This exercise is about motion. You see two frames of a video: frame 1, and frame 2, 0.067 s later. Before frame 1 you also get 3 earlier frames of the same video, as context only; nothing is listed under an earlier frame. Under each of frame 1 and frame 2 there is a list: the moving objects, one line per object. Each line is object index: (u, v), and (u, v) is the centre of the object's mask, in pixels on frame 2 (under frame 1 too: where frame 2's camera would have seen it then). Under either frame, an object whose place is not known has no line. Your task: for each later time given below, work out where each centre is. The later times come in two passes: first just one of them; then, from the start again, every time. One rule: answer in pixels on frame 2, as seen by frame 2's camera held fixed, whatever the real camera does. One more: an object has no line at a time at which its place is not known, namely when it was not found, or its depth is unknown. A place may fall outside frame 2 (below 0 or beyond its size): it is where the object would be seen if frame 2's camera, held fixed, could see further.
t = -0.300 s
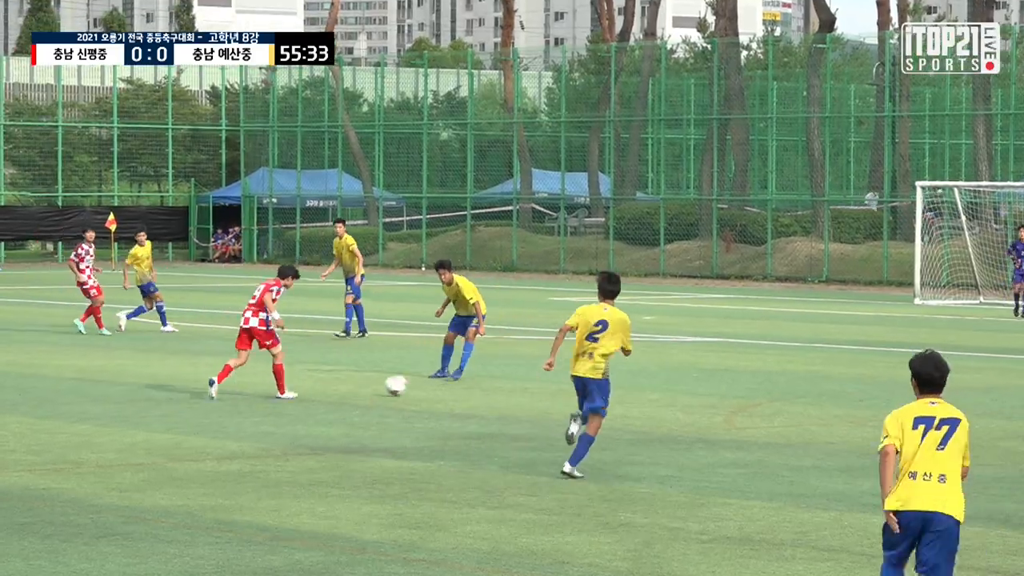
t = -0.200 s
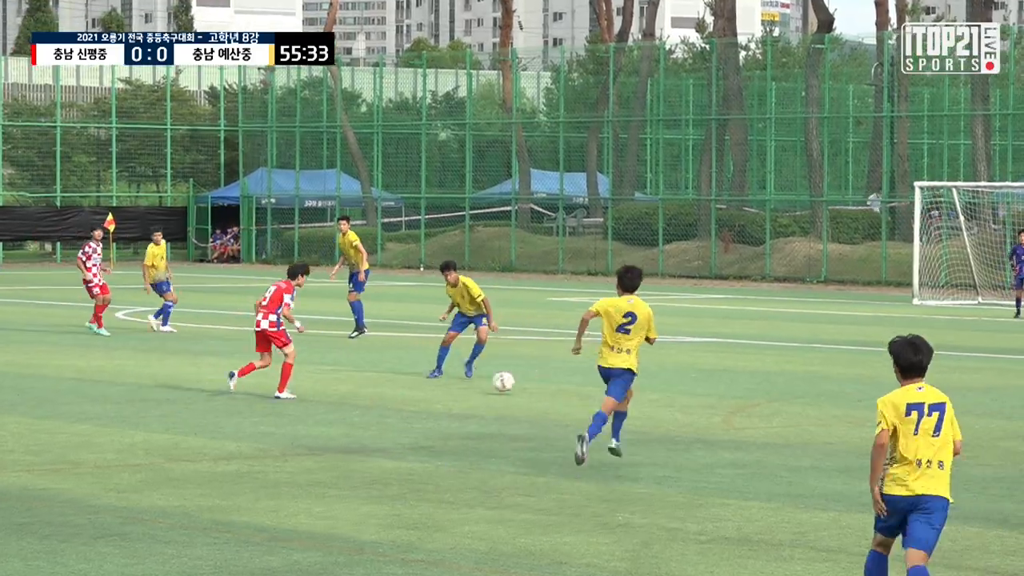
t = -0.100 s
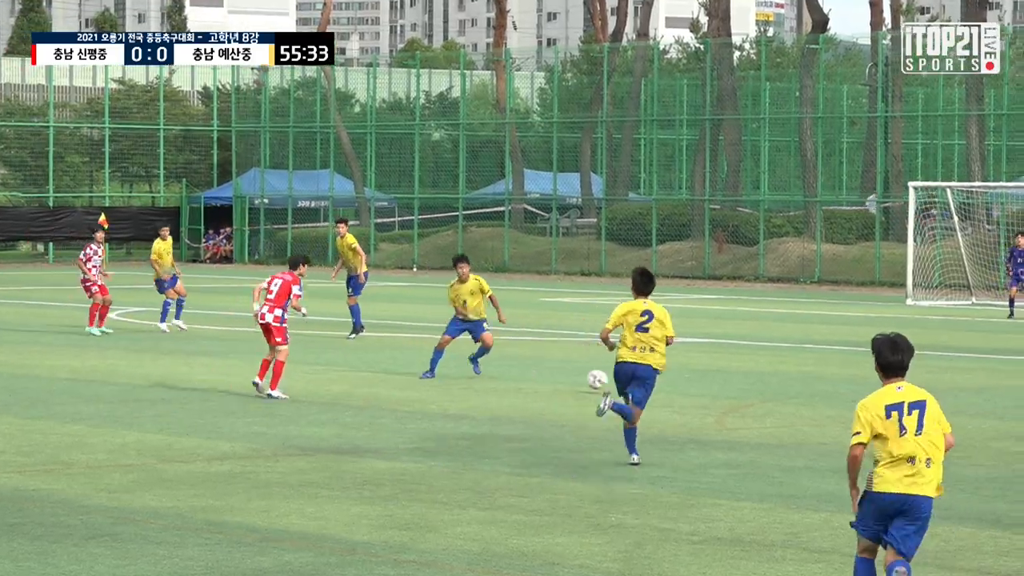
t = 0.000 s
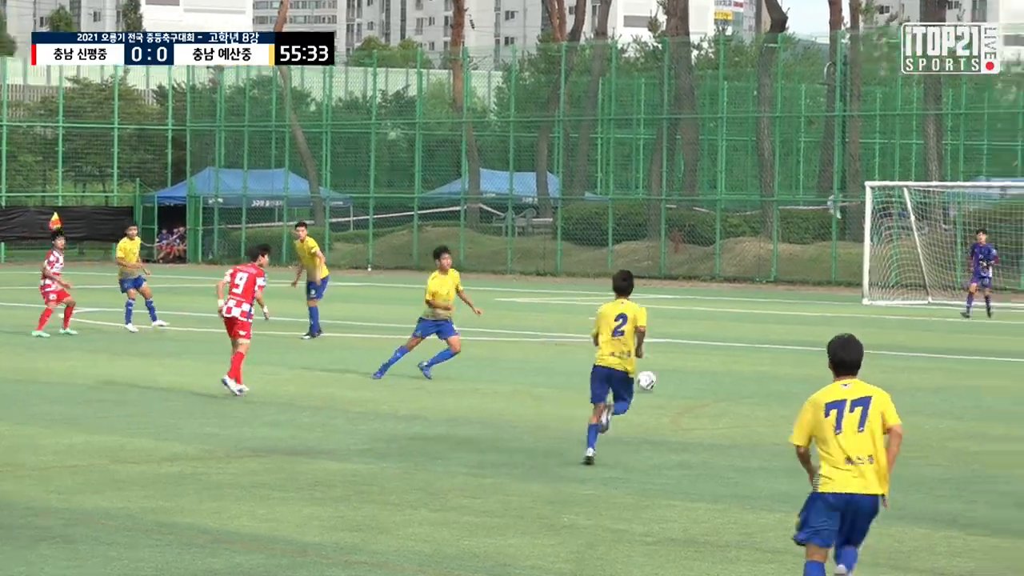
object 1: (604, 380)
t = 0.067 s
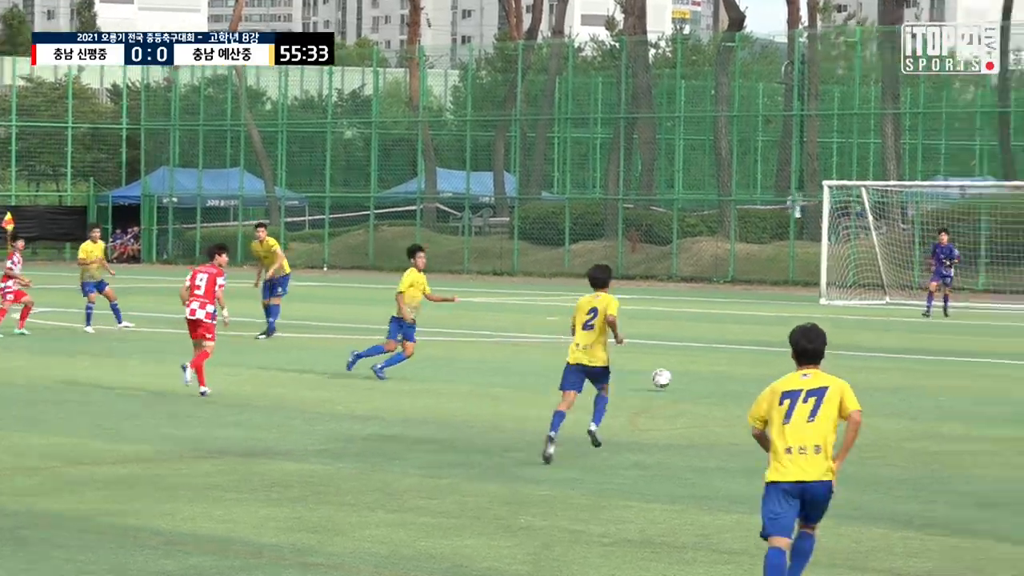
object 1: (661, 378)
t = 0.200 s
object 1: (767, 373)
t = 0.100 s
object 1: (690, 378)
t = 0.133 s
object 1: (718, 379)
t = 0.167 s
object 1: (744, 380)
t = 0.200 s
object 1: (767, 373)
